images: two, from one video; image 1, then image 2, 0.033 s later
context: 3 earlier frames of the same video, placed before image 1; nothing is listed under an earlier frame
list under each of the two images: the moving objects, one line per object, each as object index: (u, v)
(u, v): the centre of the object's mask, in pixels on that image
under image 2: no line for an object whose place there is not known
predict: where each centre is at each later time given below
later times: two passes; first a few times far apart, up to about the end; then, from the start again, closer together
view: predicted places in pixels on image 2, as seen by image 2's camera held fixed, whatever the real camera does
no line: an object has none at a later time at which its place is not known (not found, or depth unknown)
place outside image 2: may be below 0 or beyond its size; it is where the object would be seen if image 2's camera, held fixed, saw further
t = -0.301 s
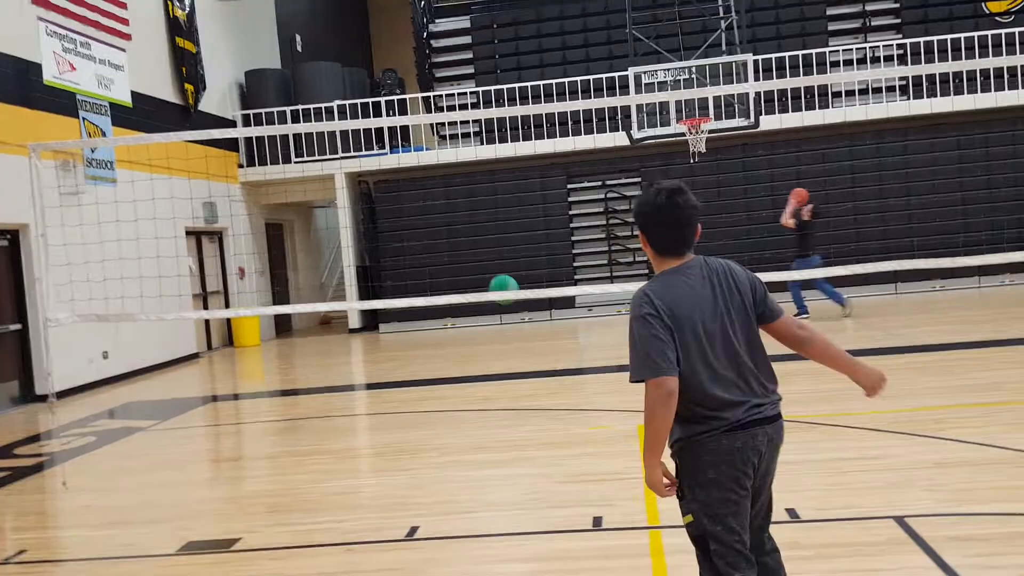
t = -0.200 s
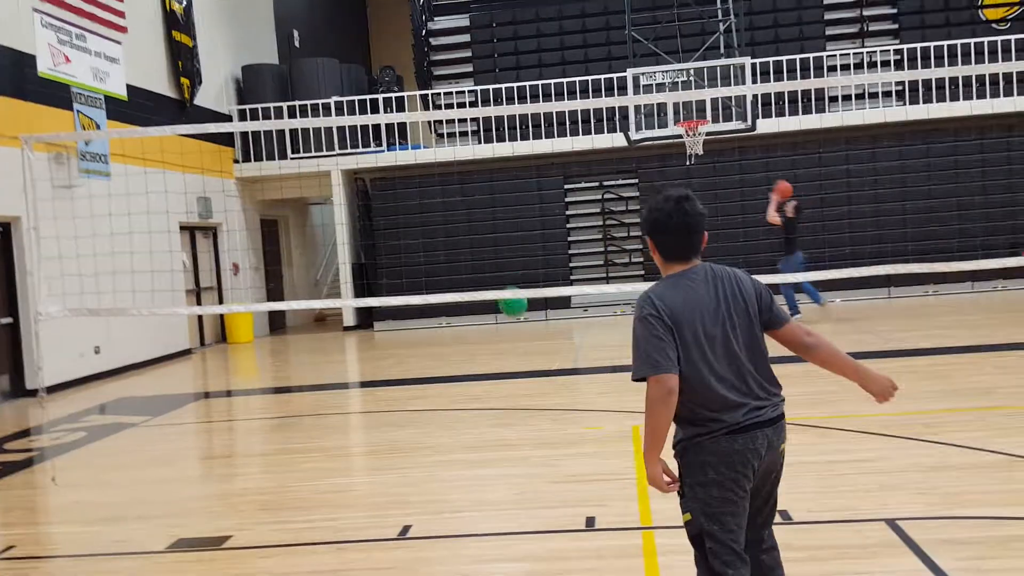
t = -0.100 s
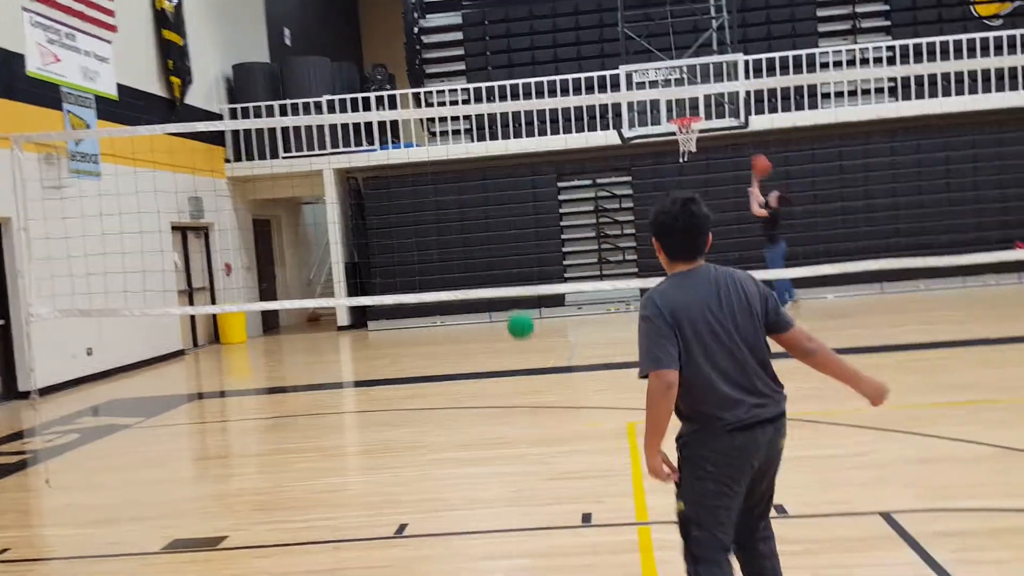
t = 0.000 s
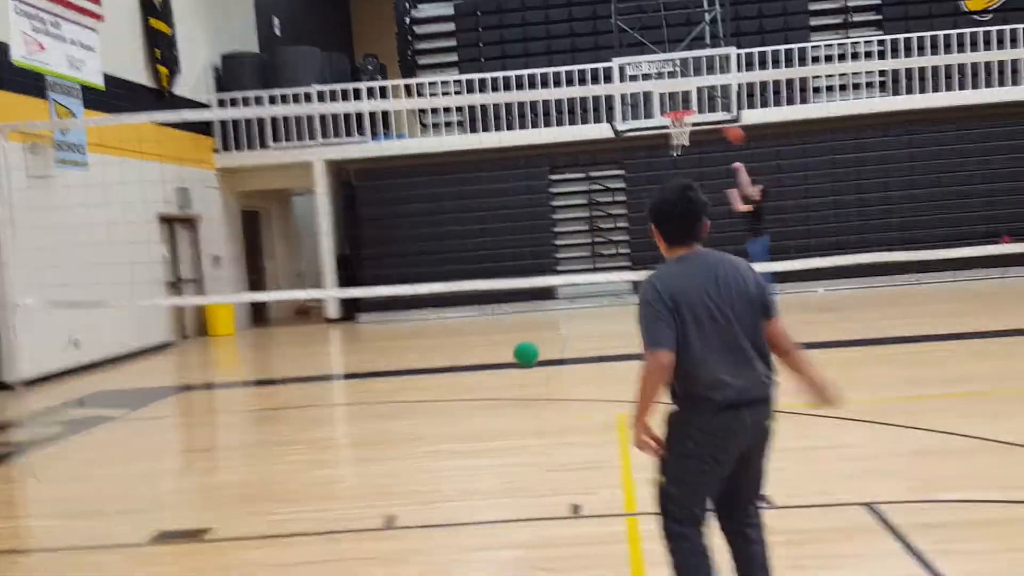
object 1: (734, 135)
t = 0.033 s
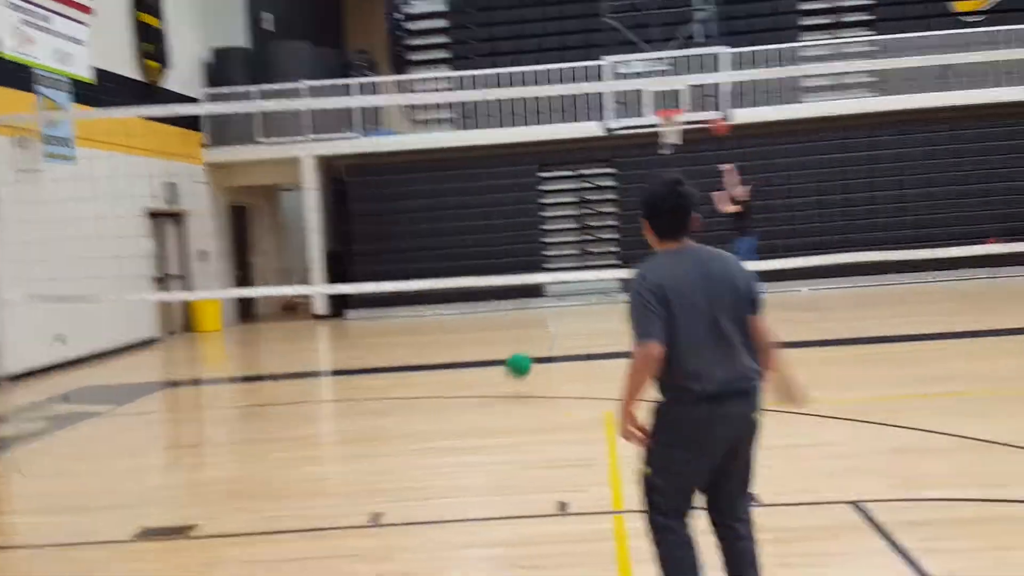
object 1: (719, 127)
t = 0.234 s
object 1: (681, 100)
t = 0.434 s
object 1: (659, 100)
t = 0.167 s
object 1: (692, 104)
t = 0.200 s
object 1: (686, 101)
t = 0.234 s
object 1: (681, 100)
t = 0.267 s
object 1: (673, 98)
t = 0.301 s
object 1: (672, 98)
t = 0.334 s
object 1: (670, 97)
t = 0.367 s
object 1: (666, 98)
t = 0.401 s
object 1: (660, 99)
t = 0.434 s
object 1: (659, 100)
